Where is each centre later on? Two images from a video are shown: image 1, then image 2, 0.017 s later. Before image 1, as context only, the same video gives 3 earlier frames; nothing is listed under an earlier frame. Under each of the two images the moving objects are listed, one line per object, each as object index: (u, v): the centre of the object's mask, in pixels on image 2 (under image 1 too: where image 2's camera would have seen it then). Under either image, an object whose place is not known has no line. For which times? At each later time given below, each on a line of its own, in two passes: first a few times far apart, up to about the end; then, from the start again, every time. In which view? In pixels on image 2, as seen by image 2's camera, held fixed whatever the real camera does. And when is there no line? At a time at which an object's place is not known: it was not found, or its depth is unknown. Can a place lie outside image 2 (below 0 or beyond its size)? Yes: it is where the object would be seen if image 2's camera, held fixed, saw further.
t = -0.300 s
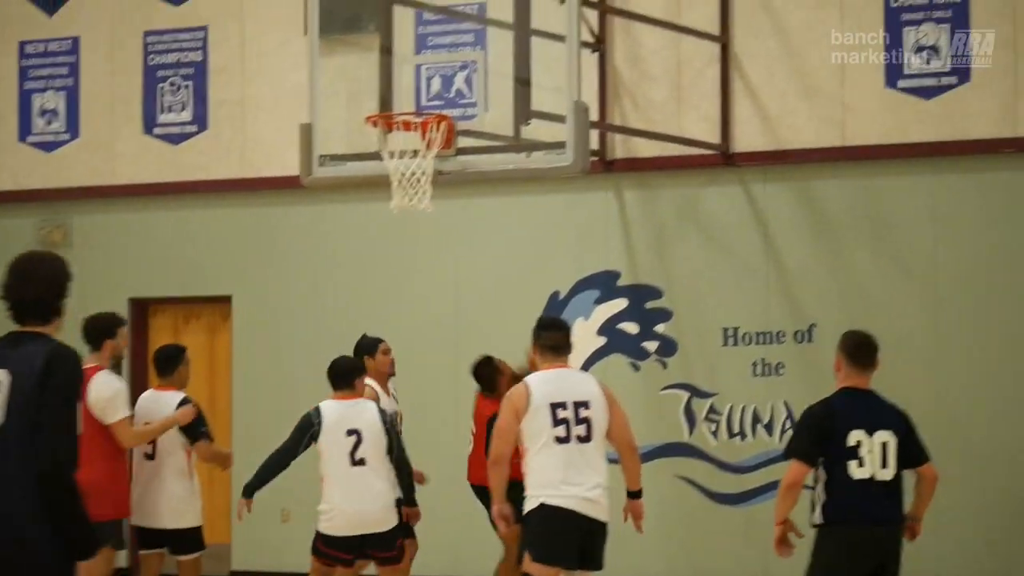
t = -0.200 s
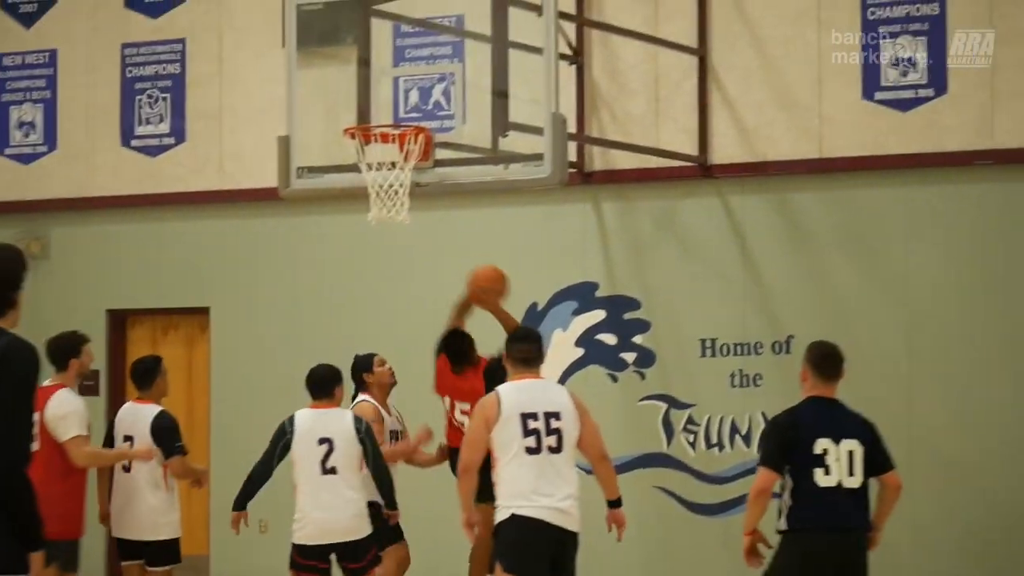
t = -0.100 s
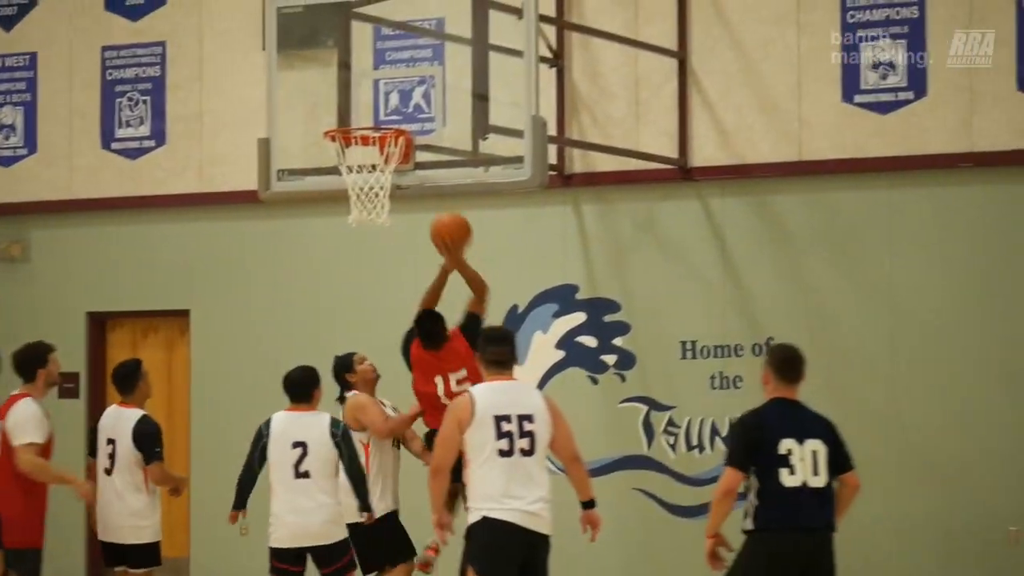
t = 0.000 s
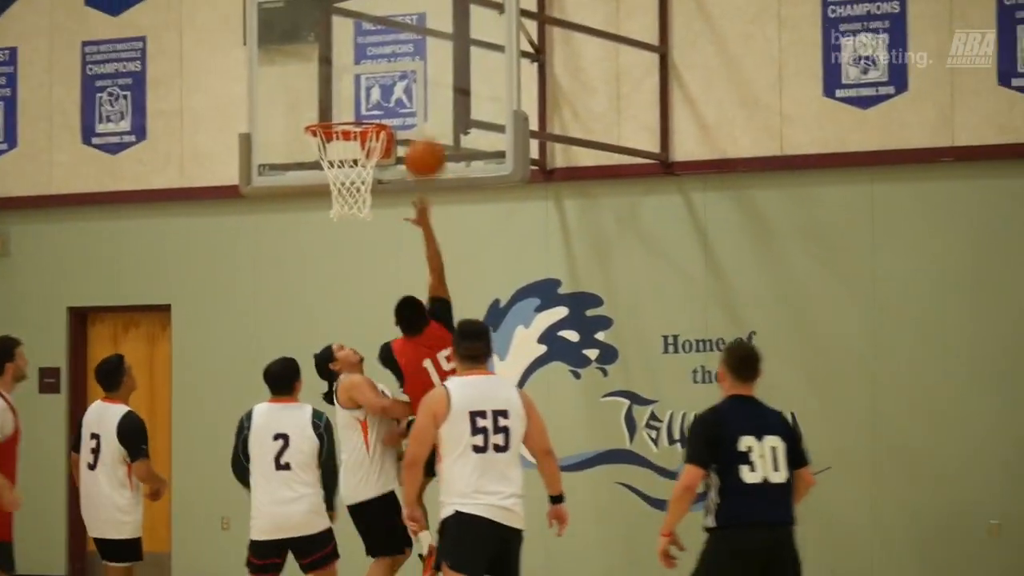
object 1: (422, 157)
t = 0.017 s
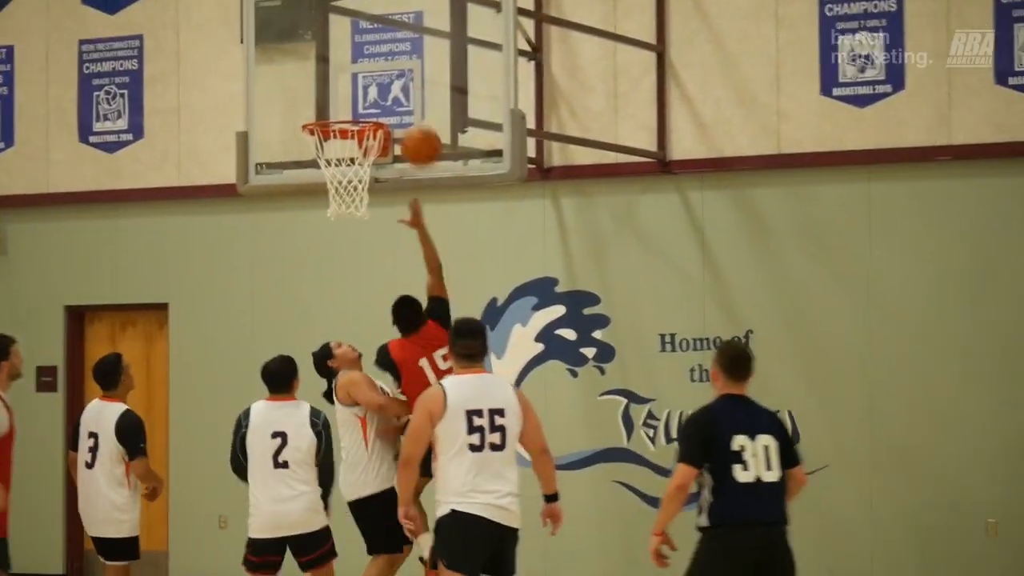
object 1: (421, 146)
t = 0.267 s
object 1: (404, 41)
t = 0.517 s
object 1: (382, 44)
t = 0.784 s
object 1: (348, 169)
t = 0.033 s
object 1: (420, 136)
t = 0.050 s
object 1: (419, 125)
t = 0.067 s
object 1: (418, 116)
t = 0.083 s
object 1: (417, 107)
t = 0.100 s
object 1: (416, 98)
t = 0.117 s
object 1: (414, 91)
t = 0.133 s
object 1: (413, 83)
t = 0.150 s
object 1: (413, 76)
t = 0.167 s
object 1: (411, 70)
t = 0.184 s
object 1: (410, 64)
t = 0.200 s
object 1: (408, 58)
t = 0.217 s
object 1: (408, 54)
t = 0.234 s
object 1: (406, 49)
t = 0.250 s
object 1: (405, 44)
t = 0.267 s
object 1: (404, 41)
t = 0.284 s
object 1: (403, 38)
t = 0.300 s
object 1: (402, 35)
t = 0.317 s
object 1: (401, 33)
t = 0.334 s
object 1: (400, 31)
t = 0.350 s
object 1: (398, 30)
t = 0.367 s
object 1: (397, 29)
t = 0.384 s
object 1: (396, 28)
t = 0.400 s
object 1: (396, 28)
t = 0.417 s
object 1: (394, 29)
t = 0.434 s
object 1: (393, 31)
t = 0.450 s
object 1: (390, 32)
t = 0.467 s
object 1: (388, 35)
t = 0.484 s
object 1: (386, 37)
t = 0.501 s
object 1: (384, 40)
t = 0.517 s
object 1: (382, 44)
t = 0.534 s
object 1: (380, 49)
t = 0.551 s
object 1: (378, 54)
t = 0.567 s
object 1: (376, 59)
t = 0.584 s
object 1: (373, 64)
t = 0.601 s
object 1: (371, 70)
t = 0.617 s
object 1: (369, 76)
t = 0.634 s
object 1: (367, 84)
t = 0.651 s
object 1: (365, 92)
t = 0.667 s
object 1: (363, 100)
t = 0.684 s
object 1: (360, 107)
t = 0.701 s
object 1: (359, 111)
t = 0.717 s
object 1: (357, 128)
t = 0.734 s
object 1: (351, 140)
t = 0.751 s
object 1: (351, 145)
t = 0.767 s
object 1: (350, 157)
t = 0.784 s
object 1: (348, 169)
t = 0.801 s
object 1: (345, 178)
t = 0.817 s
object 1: (344, 188)
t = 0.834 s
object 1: (343, 200)
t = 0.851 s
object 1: (339, 209)
